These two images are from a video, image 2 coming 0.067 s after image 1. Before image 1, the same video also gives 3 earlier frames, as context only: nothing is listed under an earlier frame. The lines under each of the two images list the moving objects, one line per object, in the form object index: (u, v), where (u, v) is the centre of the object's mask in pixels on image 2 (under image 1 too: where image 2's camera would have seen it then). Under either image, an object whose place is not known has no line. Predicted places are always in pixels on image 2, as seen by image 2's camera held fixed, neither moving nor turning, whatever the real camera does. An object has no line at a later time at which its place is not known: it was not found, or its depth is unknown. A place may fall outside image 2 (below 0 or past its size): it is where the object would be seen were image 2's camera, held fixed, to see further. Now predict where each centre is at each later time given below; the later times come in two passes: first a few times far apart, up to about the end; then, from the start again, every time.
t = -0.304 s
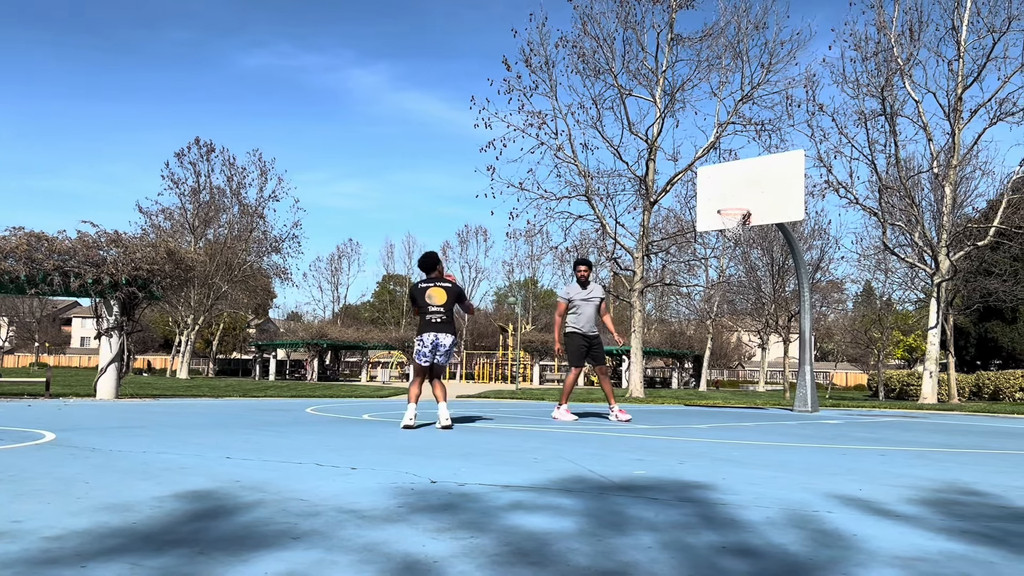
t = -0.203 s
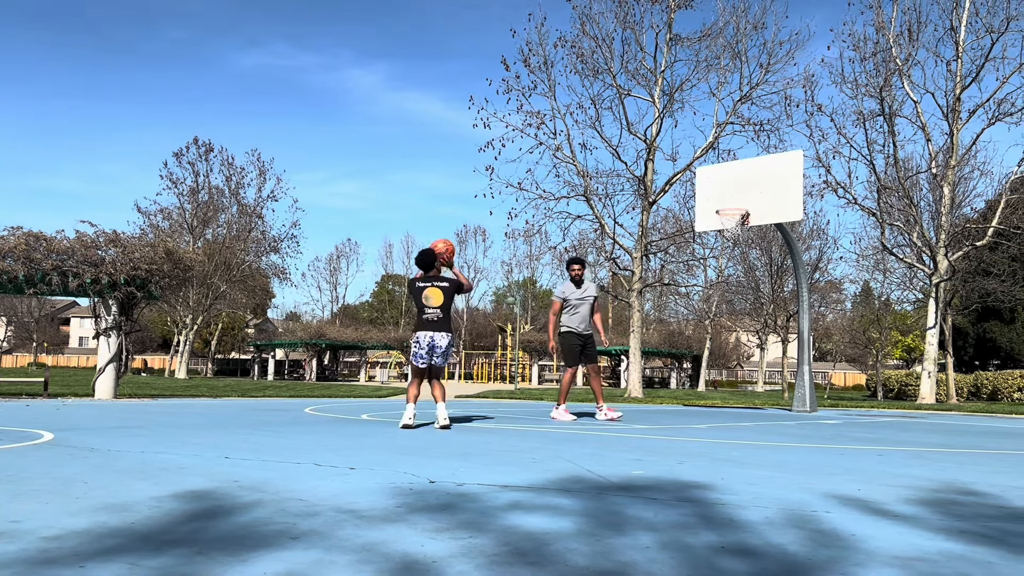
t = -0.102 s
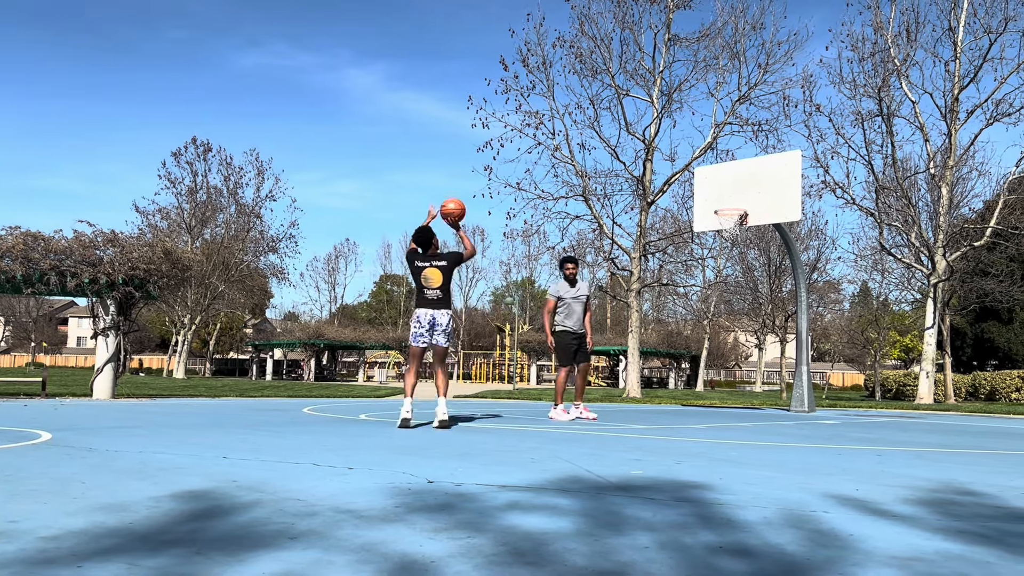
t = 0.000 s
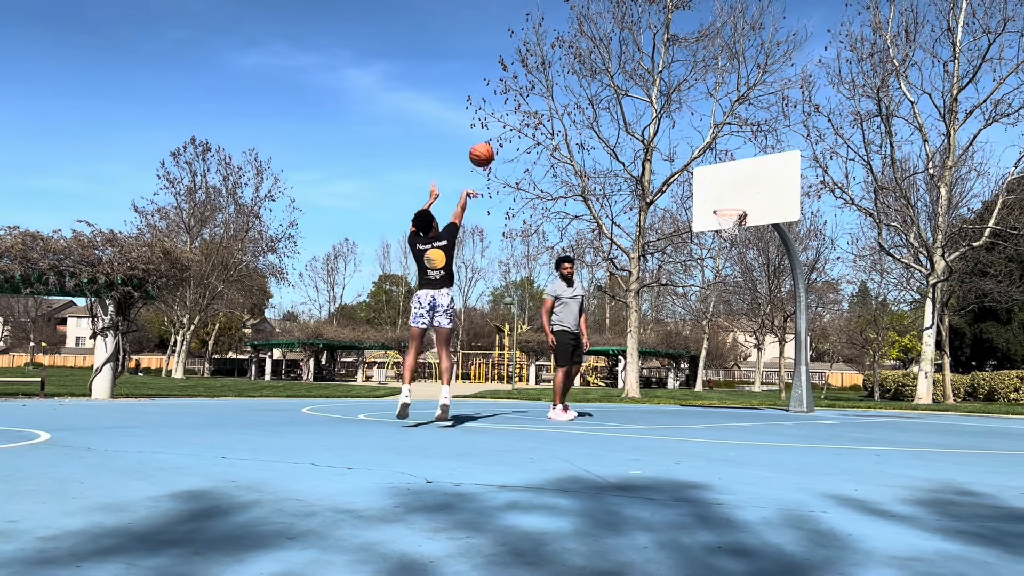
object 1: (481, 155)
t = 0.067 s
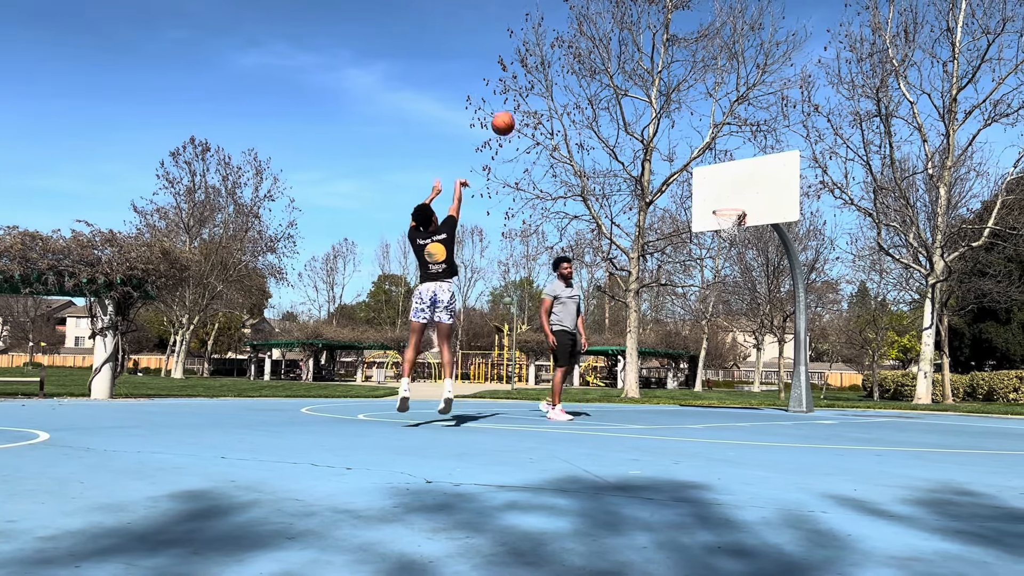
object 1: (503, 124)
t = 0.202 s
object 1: (543, 79)
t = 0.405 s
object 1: (593, 49)
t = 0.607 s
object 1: (636, 53)
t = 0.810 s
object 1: (672, 84)
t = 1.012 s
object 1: (704, 135)
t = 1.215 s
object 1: (733, 203)
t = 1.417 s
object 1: (710, 179)
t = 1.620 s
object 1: (686, 174)
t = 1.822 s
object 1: (663, 193)
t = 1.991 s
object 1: (642, 230)
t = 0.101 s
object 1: (513, 111)
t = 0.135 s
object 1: (524, 99)
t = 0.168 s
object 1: (533, 88)
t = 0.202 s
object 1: (543, 79)
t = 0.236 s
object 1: (552, 71)
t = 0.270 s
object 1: (561, 65)
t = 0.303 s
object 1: (569, 60)
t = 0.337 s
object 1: (577, 55)
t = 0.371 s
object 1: (585, 51)
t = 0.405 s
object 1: (593, 49)
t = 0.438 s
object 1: (601, 48)
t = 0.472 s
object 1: (608, 47)
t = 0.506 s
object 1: (615, 47)
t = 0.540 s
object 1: (622, 49)
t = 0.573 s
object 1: (629, 50)
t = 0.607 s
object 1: (636, 53)
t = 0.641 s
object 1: (642, 56)
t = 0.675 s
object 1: (648, 61)
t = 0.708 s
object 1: (655, 66)
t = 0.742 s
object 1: (660, 71)
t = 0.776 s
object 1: (666, 76)
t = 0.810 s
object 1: (672, 84)
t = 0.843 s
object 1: (677, 91)
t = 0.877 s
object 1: (683, 99)
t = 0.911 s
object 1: (688, 107)
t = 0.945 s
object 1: (693, 116)
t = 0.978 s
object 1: (699, 126)
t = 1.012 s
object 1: (704, 135)
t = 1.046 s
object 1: (709, 146)
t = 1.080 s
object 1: (714, 157)
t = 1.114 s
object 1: (718, 168)
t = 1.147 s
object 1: (723, 180)
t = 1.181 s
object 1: (728, 192)
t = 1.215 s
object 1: (733, 203)
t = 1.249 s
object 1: (730, 202)
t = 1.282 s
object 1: (726, 197)
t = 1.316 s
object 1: (722, 191)
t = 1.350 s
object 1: (718, 187)
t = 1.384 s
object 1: (714, 183)
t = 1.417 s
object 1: (710, 179)
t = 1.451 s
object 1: (706, 177)
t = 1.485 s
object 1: (702, 175)
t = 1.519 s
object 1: (699, 173)
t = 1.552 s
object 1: (694, 173)
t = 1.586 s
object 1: (690, 173)
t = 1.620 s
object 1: (686, 174)
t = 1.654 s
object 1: (683, 175)
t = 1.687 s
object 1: (679, 178)
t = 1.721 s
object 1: (675, 180)
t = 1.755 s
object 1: (670, 184)
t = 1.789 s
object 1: (667, 188)
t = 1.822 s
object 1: (663, 193)
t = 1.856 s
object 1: (659, 199)
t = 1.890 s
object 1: (654, 205)
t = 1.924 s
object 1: (650, 213)
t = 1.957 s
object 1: (646, 221)
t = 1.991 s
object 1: (642, 230)
